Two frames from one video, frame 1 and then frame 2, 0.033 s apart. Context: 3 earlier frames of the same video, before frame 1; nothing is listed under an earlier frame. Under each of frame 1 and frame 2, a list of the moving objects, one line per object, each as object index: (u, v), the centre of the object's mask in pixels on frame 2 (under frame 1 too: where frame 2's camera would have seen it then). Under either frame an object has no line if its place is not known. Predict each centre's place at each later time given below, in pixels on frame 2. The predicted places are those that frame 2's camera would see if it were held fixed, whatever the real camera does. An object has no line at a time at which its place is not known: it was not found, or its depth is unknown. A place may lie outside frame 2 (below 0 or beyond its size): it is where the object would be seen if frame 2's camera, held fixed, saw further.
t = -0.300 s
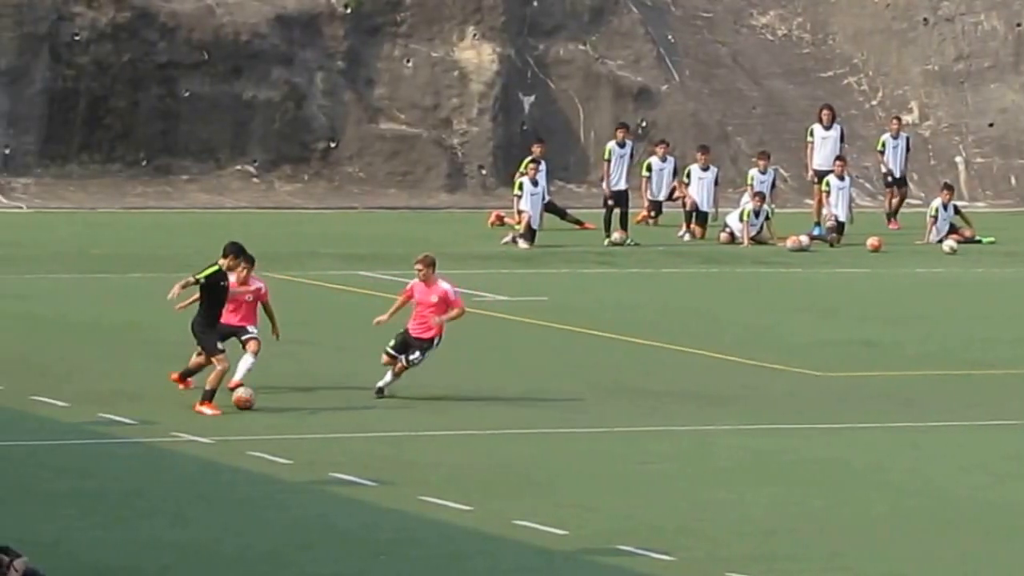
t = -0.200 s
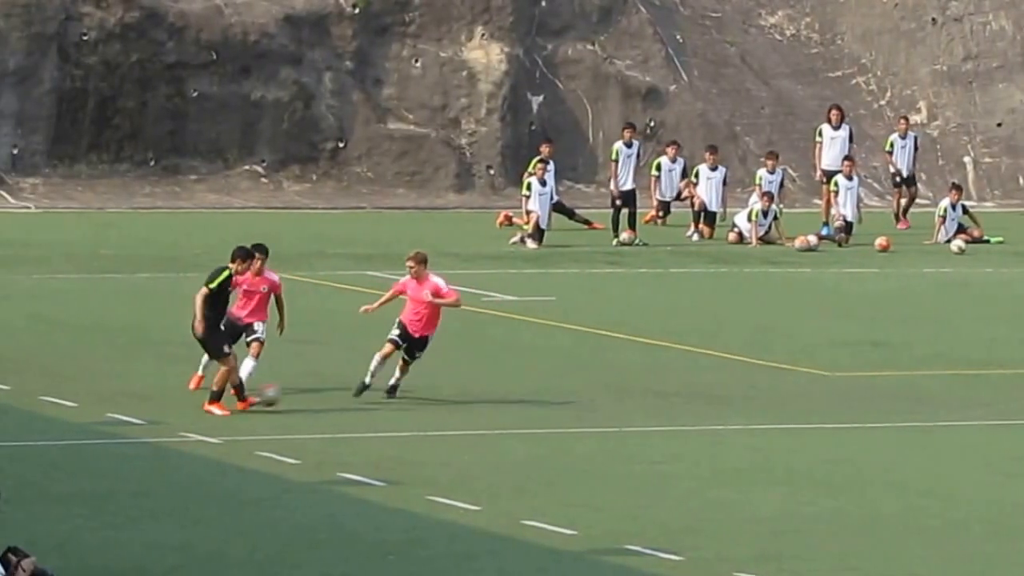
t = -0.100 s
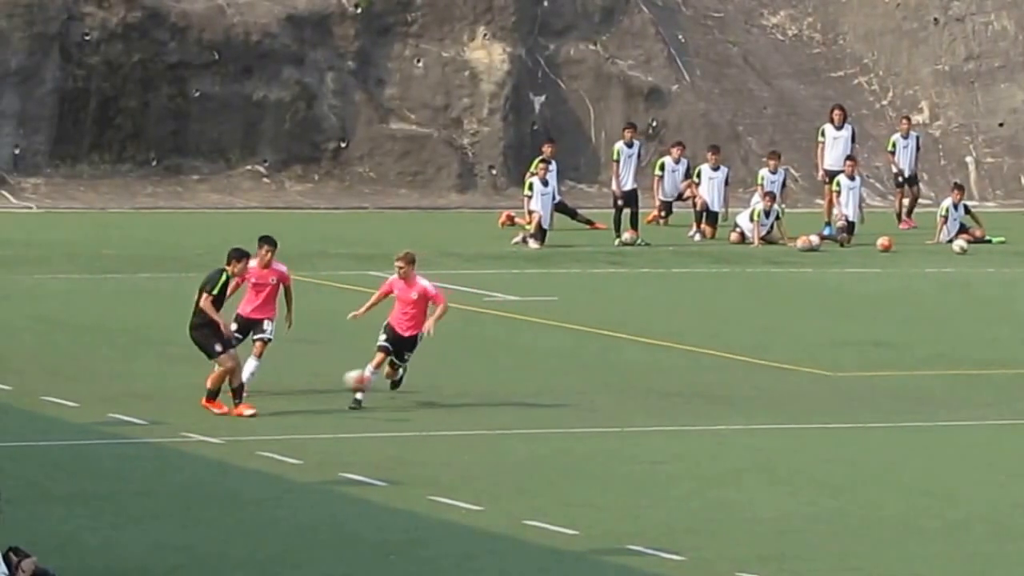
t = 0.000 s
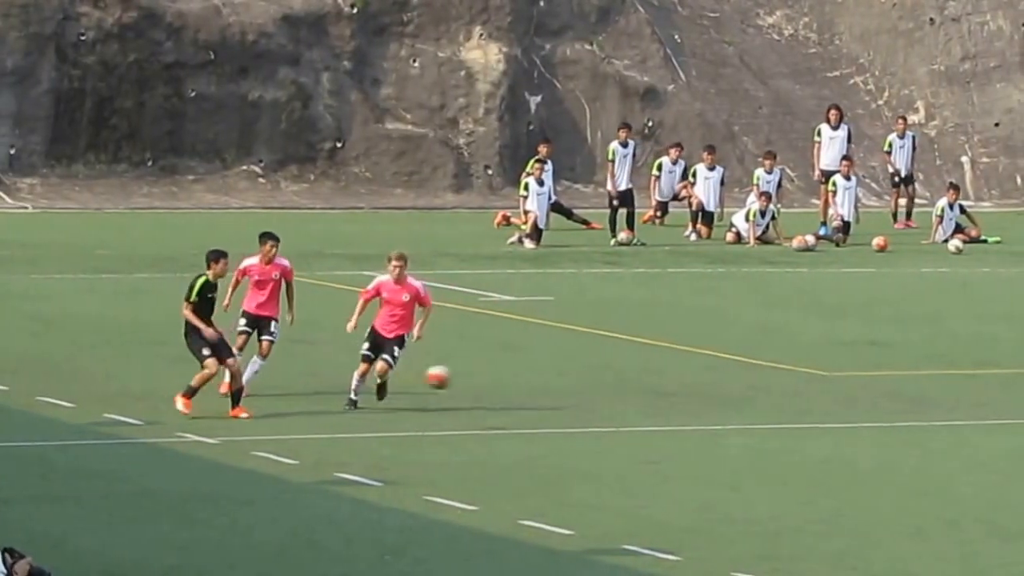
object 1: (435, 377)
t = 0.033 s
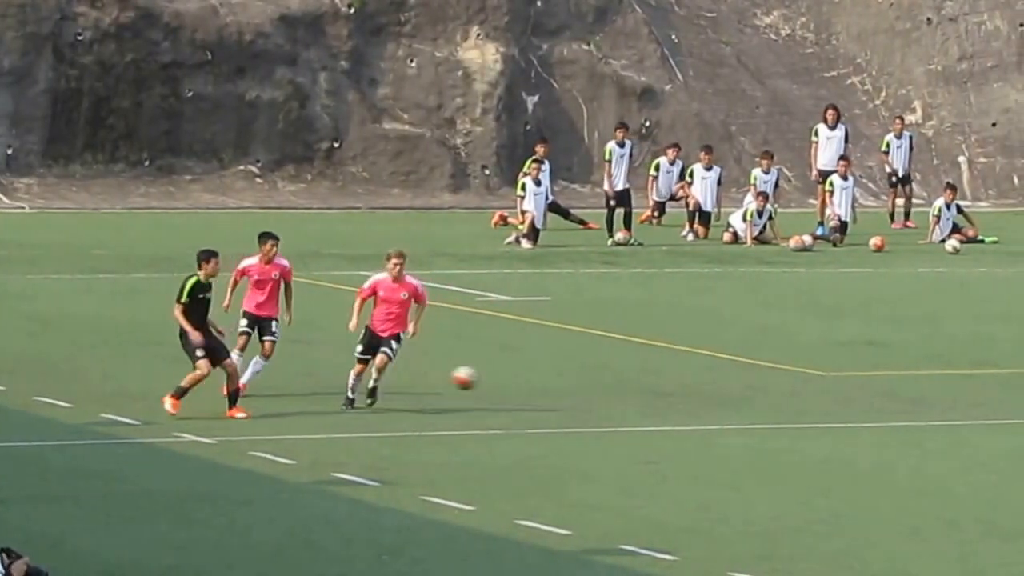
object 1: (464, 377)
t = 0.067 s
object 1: (492, 380)
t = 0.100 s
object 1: (521, 382)
